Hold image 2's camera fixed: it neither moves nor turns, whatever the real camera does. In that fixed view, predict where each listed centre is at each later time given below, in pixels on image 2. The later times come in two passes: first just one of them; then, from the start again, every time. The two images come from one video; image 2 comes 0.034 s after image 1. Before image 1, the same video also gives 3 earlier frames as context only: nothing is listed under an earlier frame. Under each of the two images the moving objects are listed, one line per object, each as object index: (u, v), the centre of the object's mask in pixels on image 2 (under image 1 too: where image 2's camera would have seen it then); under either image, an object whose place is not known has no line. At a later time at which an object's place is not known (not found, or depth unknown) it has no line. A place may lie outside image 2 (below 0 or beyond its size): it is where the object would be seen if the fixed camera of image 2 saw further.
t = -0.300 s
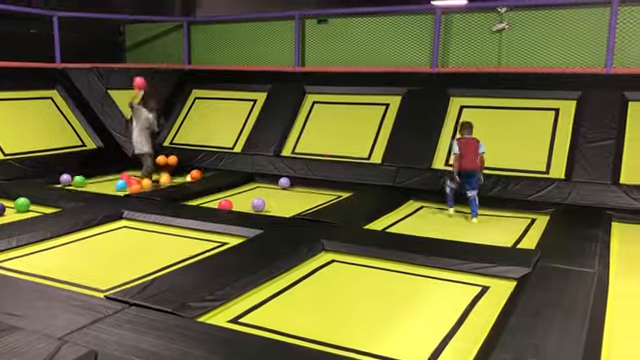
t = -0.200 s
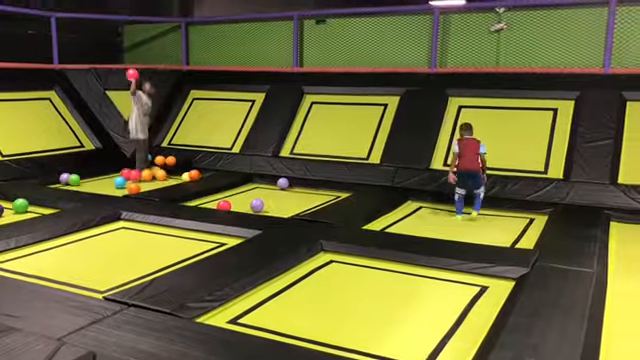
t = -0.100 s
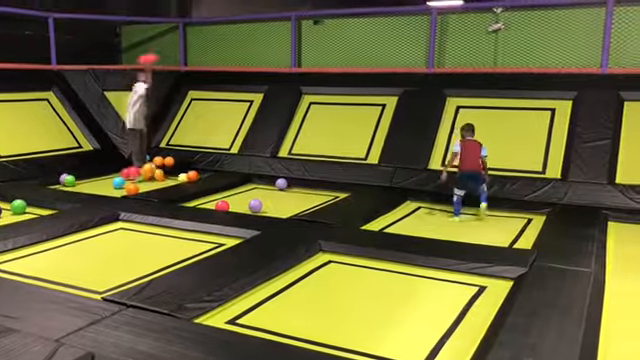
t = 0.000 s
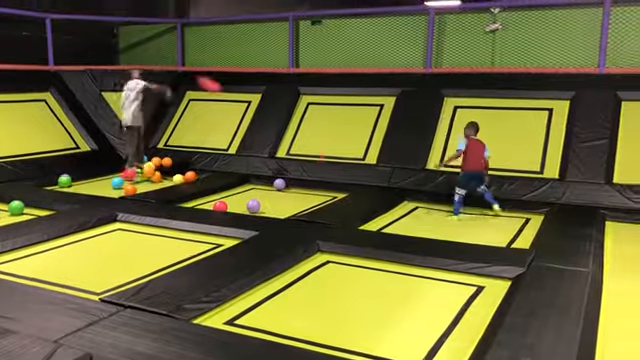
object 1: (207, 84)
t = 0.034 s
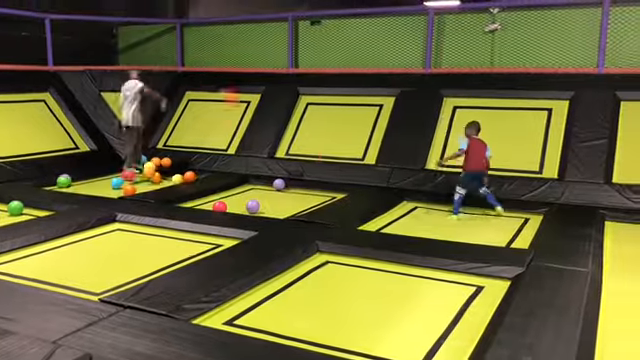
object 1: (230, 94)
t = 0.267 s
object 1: (361, 178)
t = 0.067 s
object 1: (257, 112)
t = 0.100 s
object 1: (273, 123)
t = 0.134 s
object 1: (297, 139)
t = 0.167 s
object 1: (316, 154)
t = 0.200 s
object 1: (335, 170)
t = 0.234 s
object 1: (352, 183)
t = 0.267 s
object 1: (361, 178)
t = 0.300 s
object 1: (369, 173)
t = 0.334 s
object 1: (376, 167)
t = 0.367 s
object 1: (384, 161)
